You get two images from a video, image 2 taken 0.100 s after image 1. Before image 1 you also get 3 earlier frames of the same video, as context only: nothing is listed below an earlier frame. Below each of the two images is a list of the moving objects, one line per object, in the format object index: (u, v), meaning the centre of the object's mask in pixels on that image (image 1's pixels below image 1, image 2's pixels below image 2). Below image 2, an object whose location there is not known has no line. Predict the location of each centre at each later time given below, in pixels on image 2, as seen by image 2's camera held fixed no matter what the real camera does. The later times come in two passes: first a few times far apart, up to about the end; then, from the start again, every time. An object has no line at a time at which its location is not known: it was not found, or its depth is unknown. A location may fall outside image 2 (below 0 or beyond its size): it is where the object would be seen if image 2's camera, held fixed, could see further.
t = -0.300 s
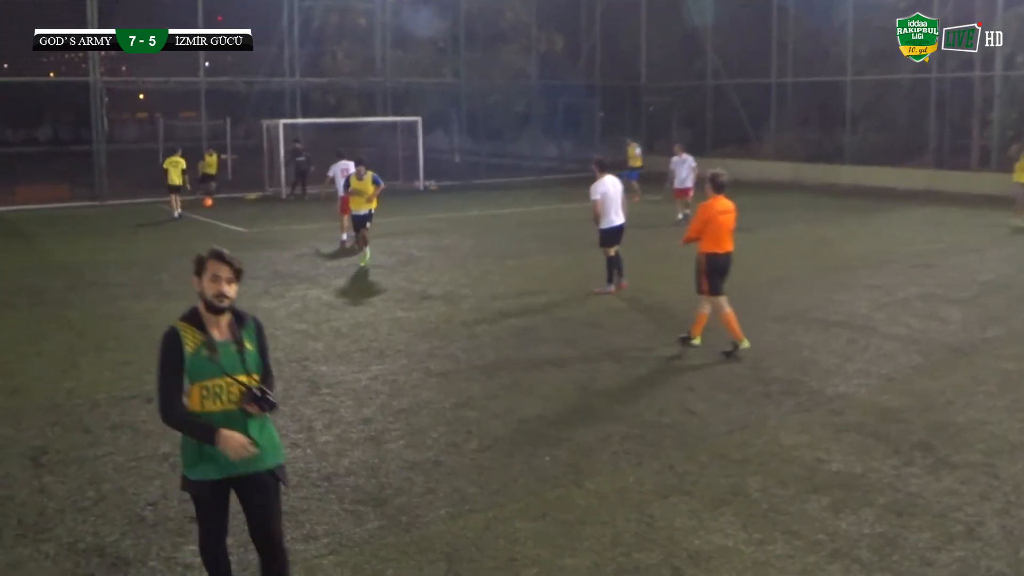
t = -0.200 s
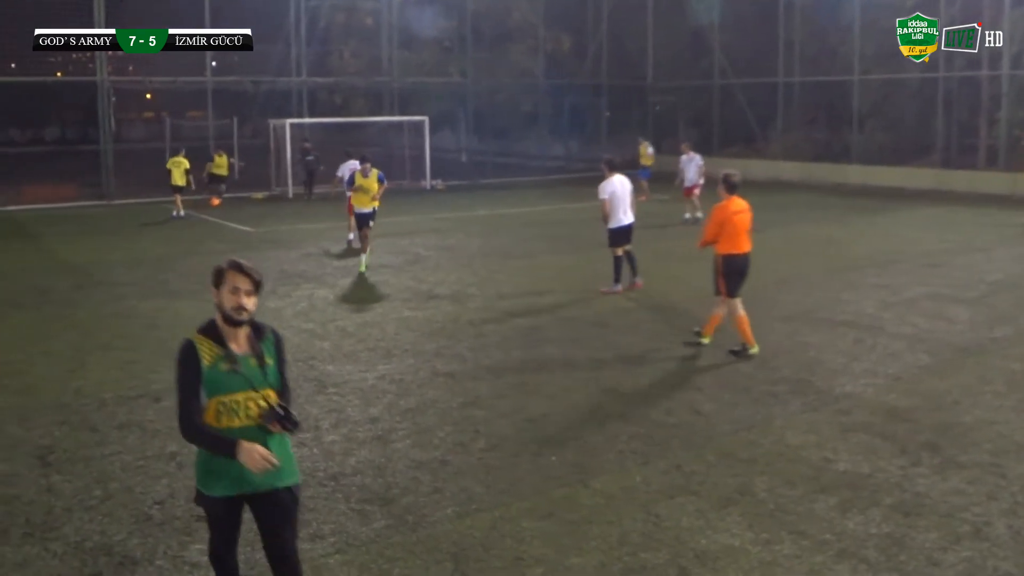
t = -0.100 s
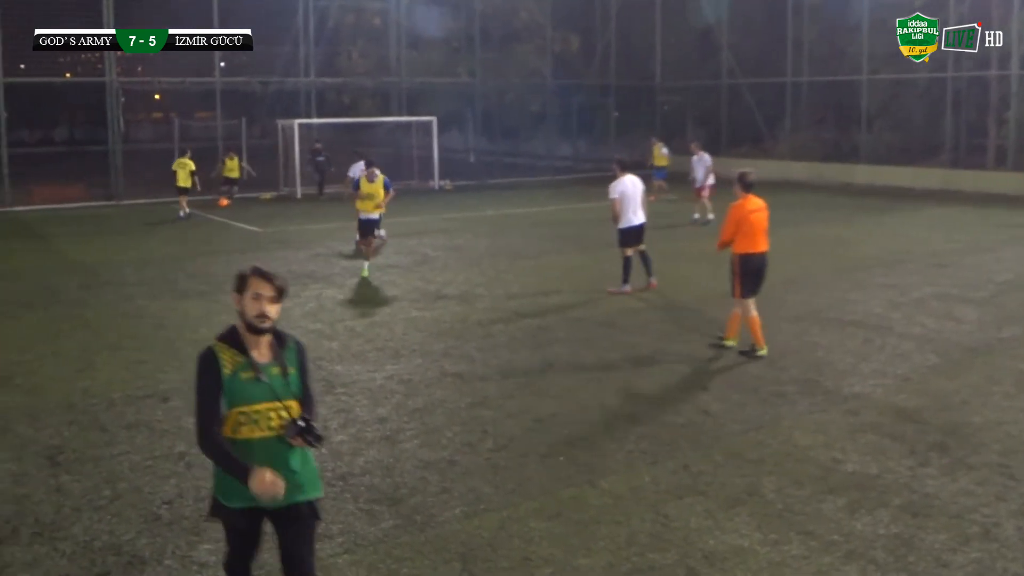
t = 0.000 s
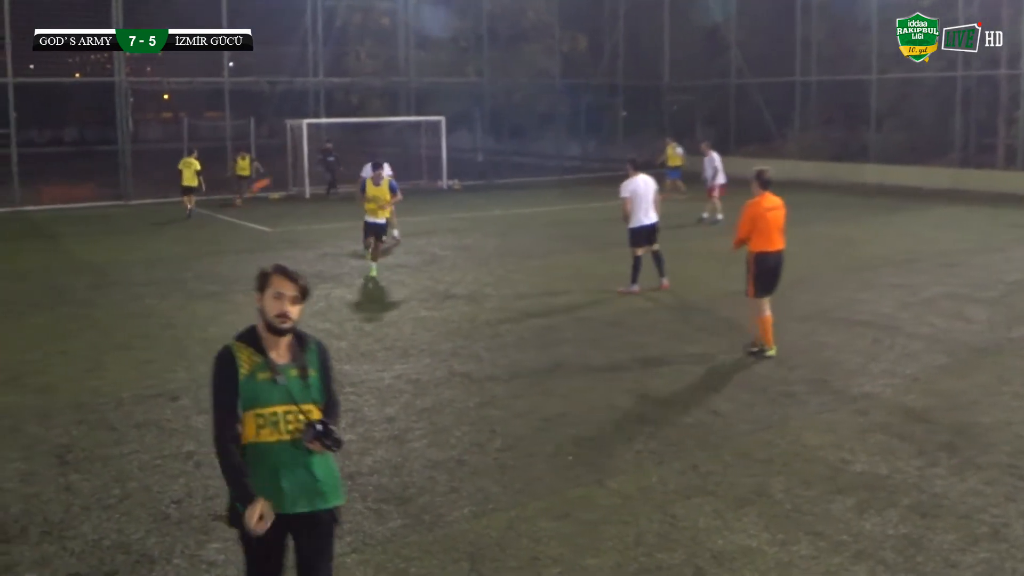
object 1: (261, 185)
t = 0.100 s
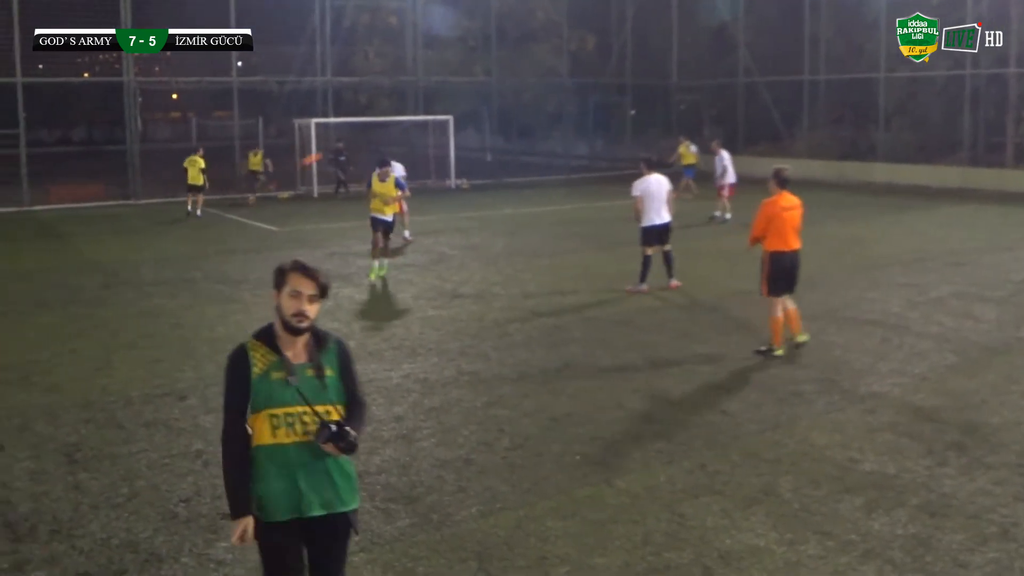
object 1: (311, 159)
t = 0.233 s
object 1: (373, 129)
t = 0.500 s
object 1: (508, 81)
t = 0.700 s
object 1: (617, 60)
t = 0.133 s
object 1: (327, 151)
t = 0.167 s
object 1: (342, 144)
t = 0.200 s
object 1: (358, 136)
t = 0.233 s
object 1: (373, 129)
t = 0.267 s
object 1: (388, 124)
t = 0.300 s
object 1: (408, 114)
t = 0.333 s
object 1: (424, 109)
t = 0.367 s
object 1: (440, 102)
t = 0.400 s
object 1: (456, 98)
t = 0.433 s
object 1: (473, 93)
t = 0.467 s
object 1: (491, 87)
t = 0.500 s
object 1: (508, 81)
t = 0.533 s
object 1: (526, 77)
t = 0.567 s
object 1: (543, 73)
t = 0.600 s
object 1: (562, 69)
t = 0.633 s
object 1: (580, 66)
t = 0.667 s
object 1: (598, 63)
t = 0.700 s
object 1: (617, 60)
